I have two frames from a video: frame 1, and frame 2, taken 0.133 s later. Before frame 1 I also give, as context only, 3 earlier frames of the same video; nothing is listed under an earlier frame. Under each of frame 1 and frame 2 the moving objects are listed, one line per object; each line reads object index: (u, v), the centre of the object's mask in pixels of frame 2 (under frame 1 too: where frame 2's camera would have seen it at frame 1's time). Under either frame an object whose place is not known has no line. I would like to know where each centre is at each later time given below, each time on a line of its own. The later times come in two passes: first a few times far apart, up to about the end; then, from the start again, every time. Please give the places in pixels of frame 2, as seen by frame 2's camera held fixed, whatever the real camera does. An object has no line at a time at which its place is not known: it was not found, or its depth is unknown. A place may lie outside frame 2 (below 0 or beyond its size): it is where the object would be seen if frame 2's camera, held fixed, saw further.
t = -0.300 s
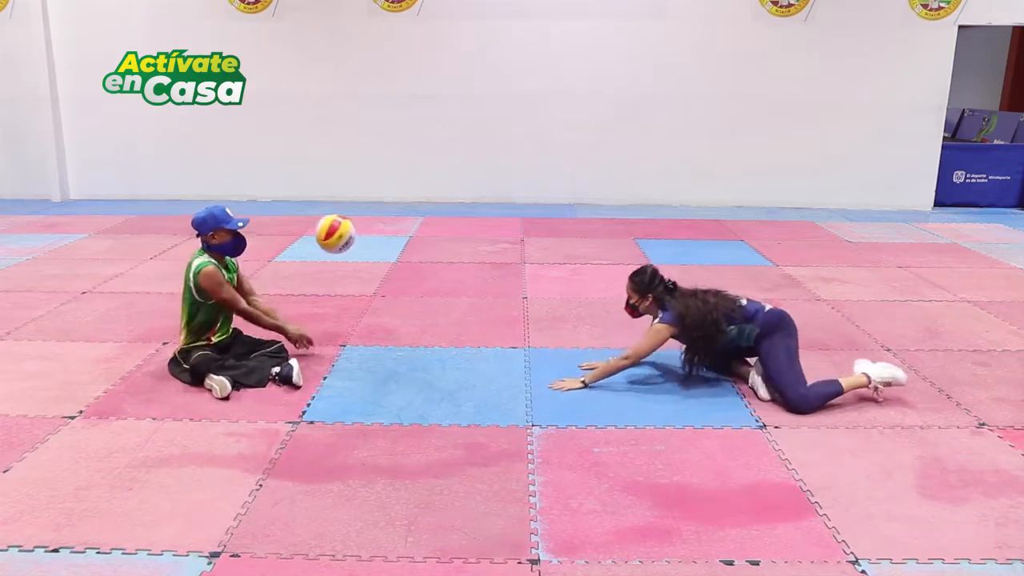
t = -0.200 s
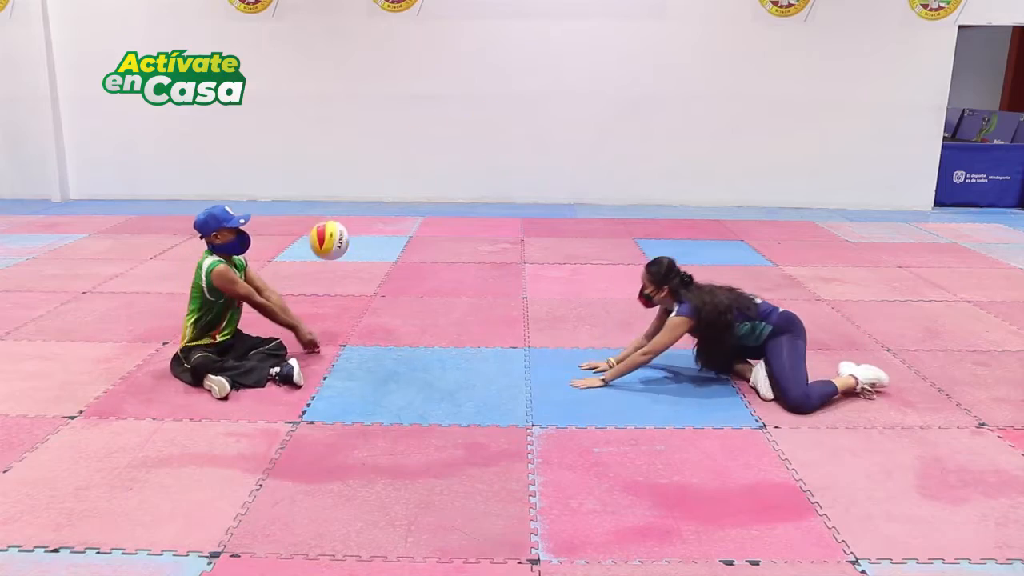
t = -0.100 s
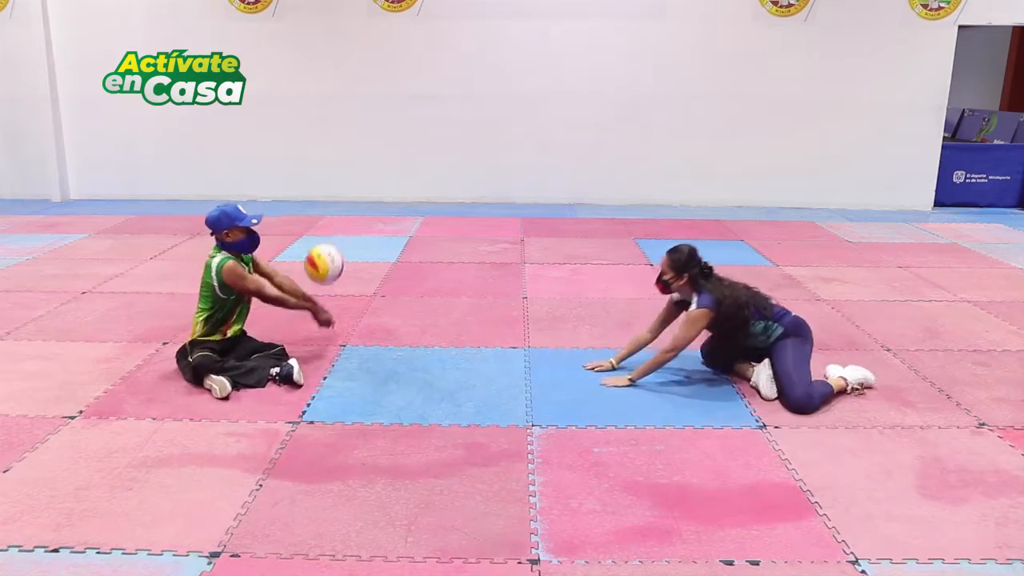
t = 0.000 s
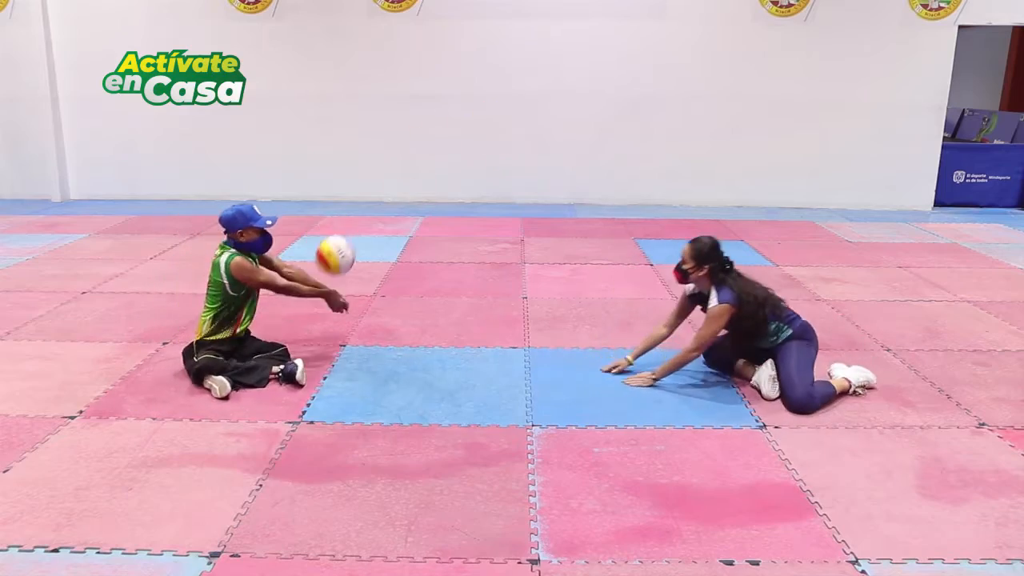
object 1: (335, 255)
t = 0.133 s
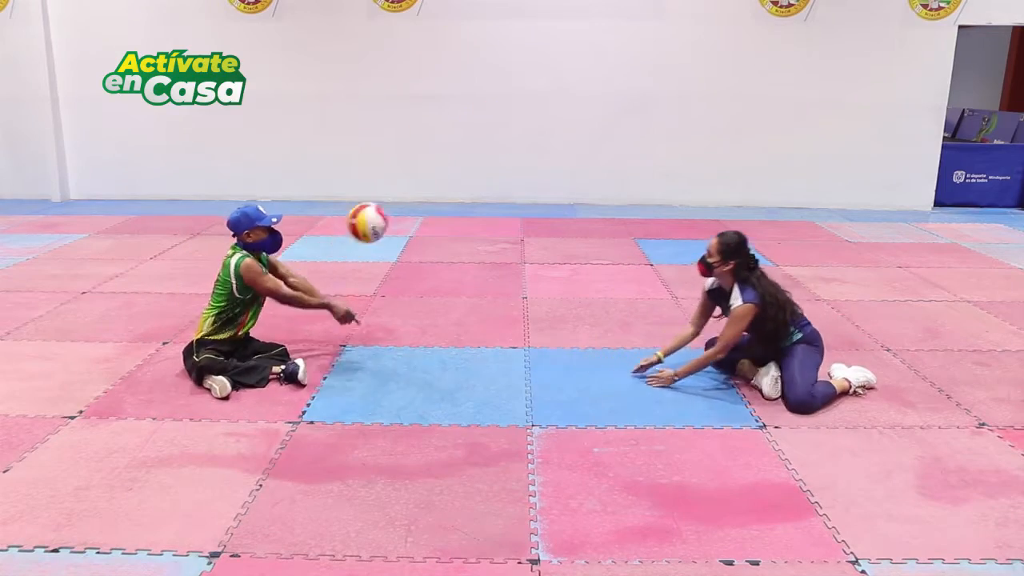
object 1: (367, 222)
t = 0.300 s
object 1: (410, 225)
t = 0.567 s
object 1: (483, 337)
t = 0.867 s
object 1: (542, 296)
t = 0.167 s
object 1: (376, 219)
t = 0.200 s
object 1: (384, 217)
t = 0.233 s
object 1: (393, 218)
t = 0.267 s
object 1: (402, 220)
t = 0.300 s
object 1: (410, 225)
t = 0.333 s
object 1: (420, 232)
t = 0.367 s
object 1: (428, 241)
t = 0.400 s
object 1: (438, 252)
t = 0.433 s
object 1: (447, 265)
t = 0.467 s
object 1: (456, 280)
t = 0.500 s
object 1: (466, 299)
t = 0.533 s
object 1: (474, 318)
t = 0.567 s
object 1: (483, 337)
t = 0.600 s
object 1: (492, 352)
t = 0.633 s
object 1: (498, 337)
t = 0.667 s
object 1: (504, 326)
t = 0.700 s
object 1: (510, 316)
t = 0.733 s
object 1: (516, 308)
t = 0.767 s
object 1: (522, 302)
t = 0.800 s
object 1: (529, 298)
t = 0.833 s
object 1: (535, 296)
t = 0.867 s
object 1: (542, 296)
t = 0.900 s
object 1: (548, 298)
